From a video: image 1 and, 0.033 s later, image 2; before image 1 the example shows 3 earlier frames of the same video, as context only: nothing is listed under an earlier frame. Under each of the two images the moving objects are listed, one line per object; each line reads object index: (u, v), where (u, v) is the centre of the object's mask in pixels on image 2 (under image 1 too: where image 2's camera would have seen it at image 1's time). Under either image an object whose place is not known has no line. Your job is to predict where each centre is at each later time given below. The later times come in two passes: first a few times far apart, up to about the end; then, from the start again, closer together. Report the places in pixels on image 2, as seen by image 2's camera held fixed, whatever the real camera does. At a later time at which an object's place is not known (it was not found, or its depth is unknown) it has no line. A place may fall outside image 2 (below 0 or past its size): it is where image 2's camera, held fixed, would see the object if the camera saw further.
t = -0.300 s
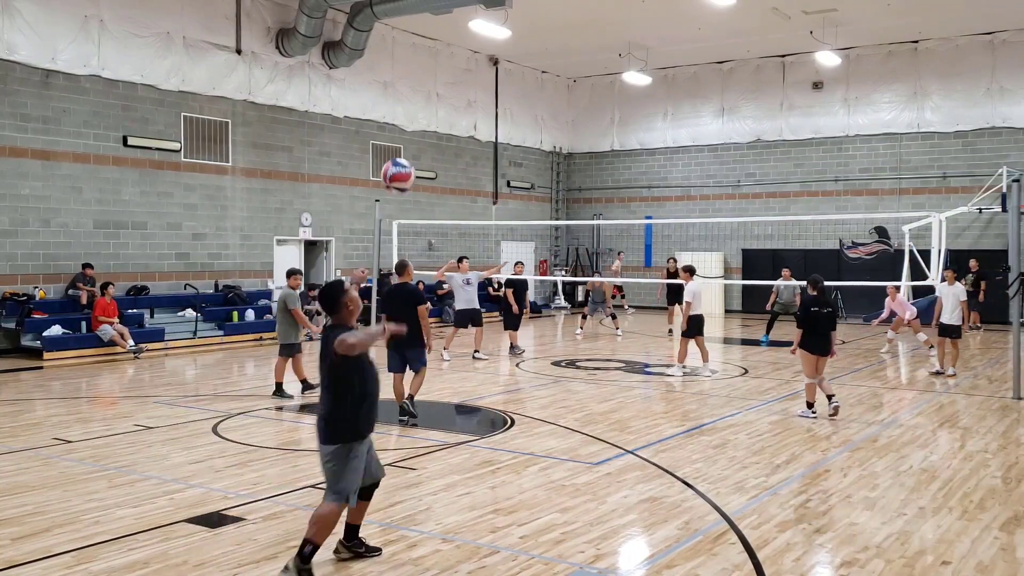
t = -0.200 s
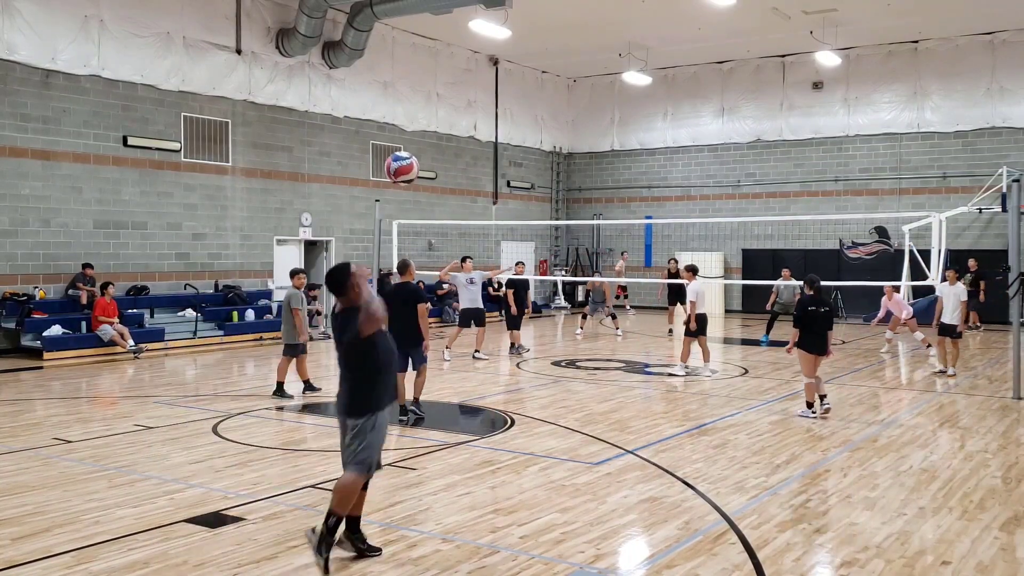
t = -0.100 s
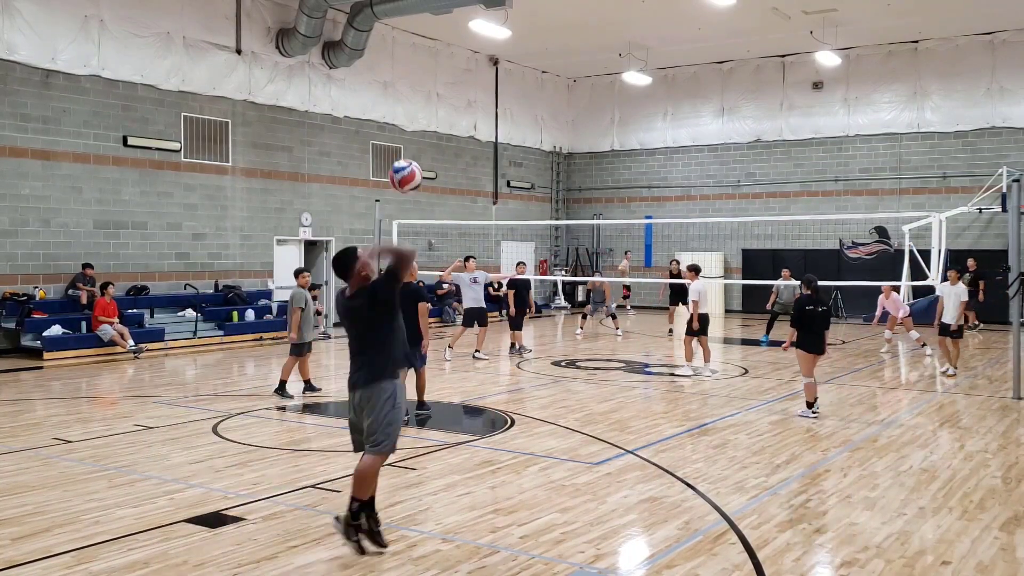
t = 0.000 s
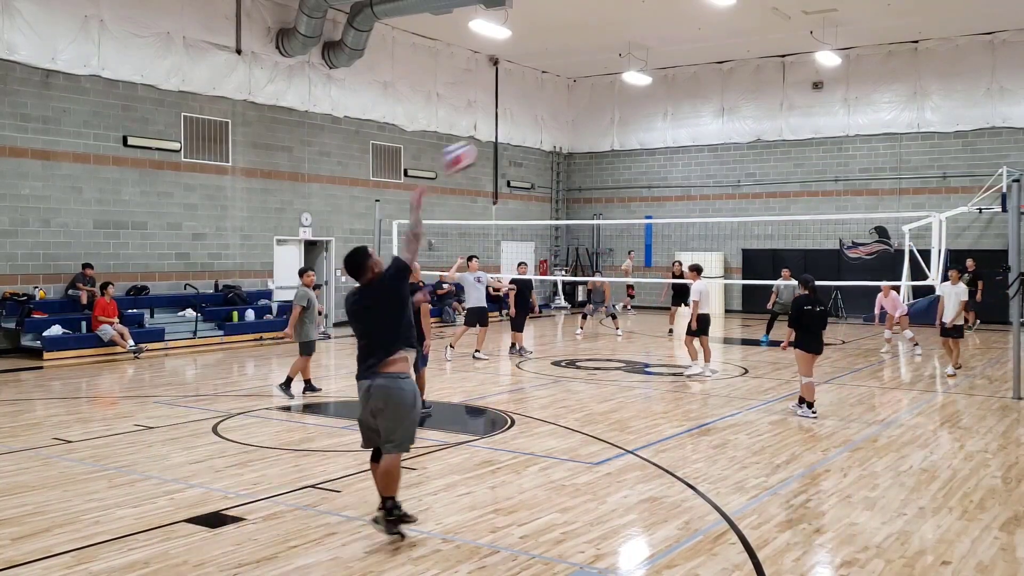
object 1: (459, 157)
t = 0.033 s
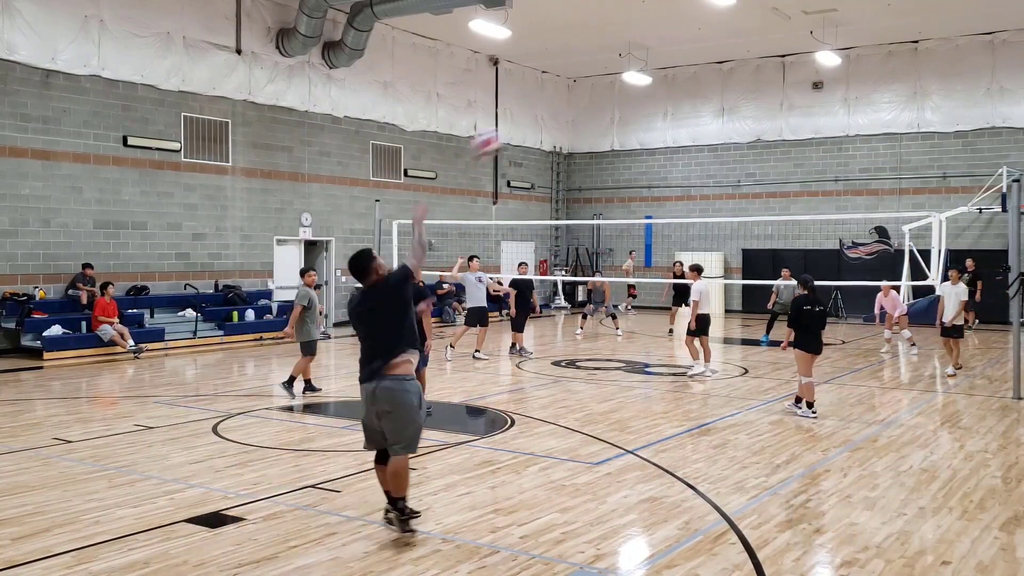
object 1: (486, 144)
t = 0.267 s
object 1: (619, 99)
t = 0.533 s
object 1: (695, 113)
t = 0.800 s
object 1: (736, 157)
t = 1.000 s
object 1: (755, 202)
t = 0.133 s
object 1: (558, 113)
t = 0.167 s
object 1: (575, 107)
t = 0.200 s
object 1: (591, 103)
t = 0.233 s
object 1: (606, 100)
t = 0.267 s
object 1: (619, 99)
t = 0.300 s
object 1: (631, 98)
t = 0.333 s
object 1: (642, 98)
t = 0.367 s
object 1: (653, 98)
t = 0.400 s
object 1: (662, 100)
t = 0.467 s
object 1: (680, 105)
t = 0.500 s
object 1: (688, 109)
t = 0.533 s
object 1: (695, 113)
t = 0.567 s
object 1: (702, 117)
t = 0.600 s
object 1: (708, 121)
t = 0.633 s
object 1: (714, 128)
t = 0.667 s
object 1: (718, 134)
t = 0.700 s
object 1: (723, 139)
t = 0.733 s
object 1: (727, 145)
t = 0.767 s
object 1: (732, 150)
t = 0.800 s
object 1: (736, 157)
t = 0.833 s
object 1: (740, 163)
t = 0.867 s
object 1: (744, 171)
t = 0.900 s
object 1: (746, 178)
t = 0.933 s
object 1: (750, 186)
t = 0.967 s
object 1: (753, 194)
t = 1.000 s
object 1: (755, 202)
